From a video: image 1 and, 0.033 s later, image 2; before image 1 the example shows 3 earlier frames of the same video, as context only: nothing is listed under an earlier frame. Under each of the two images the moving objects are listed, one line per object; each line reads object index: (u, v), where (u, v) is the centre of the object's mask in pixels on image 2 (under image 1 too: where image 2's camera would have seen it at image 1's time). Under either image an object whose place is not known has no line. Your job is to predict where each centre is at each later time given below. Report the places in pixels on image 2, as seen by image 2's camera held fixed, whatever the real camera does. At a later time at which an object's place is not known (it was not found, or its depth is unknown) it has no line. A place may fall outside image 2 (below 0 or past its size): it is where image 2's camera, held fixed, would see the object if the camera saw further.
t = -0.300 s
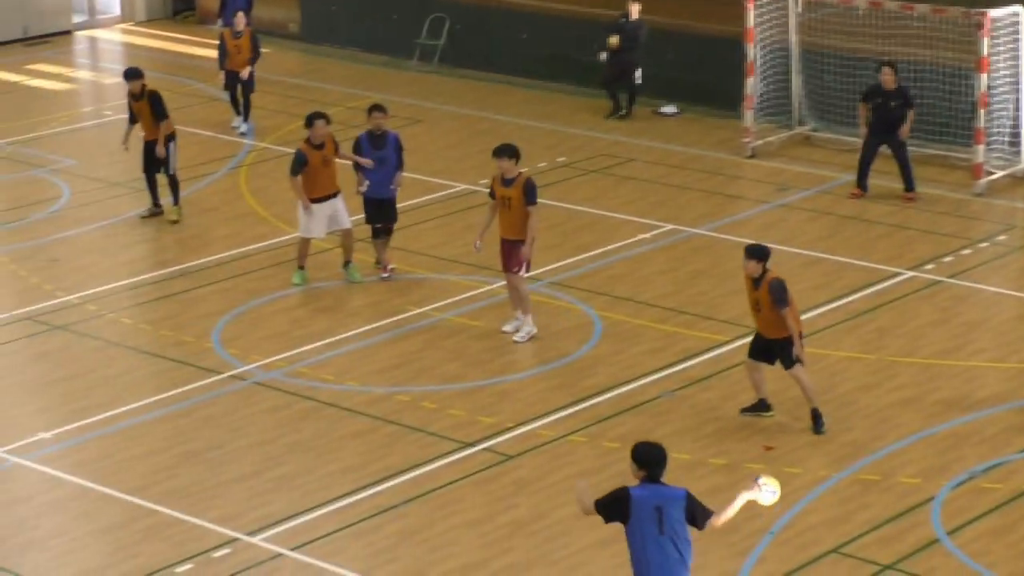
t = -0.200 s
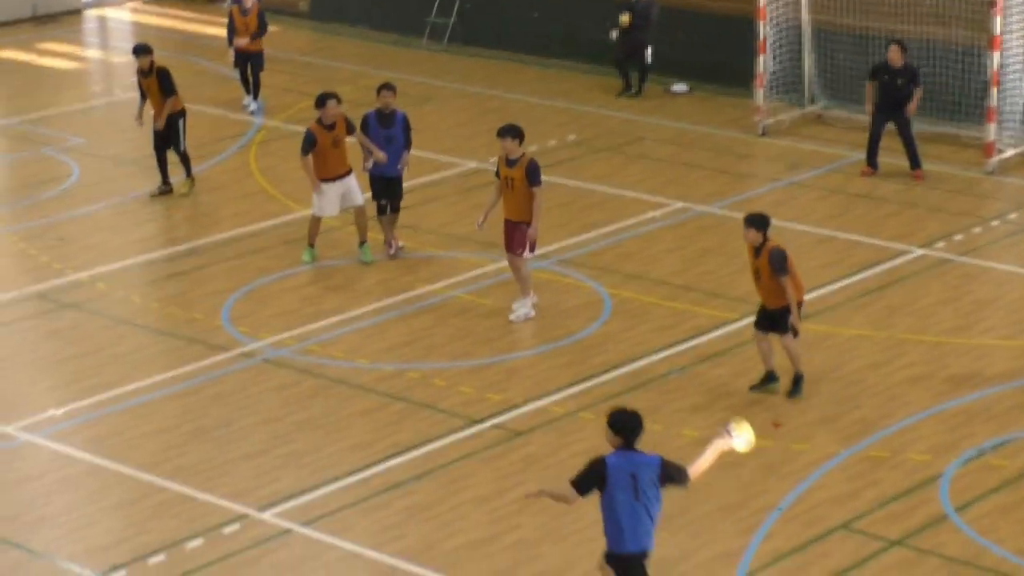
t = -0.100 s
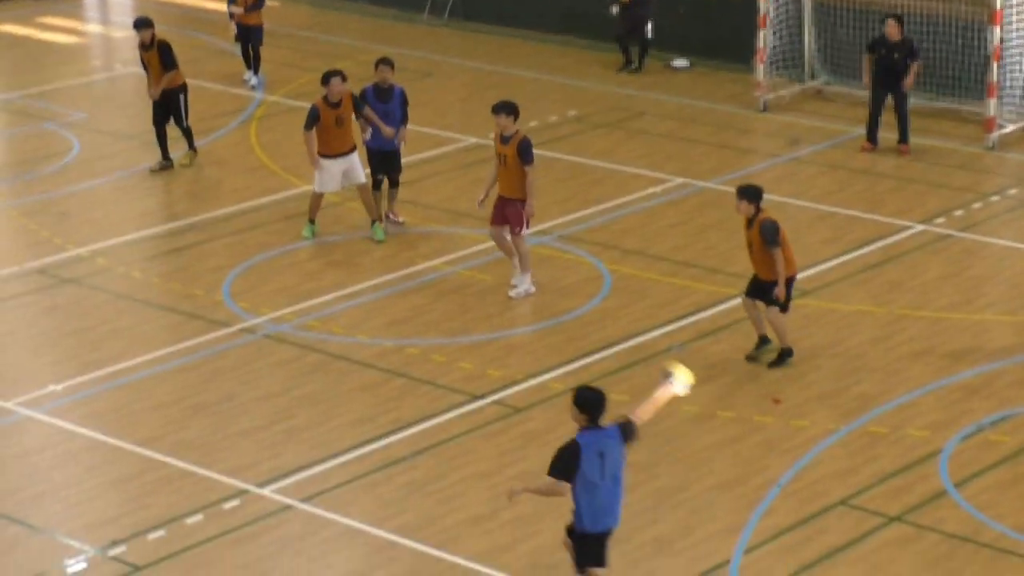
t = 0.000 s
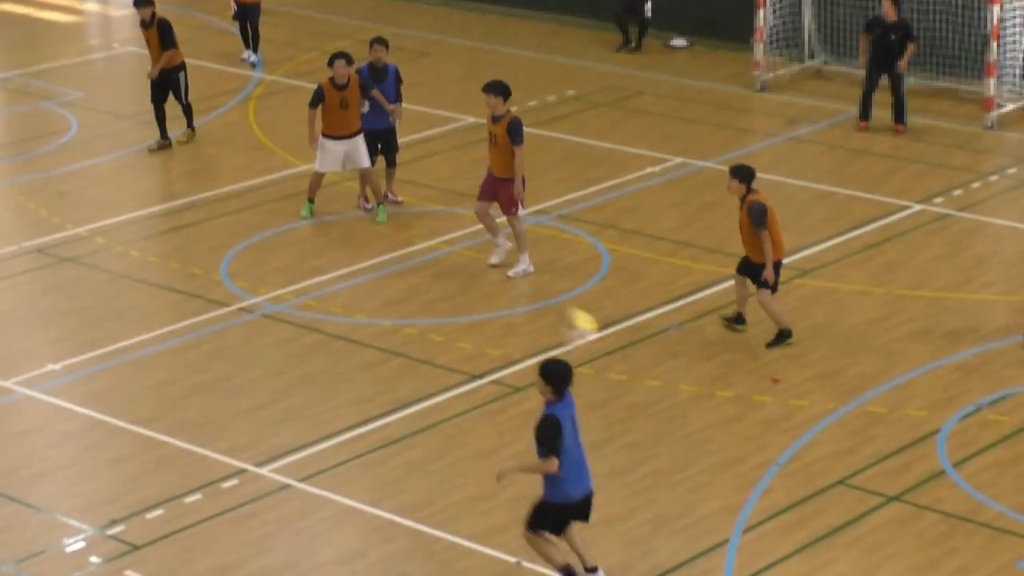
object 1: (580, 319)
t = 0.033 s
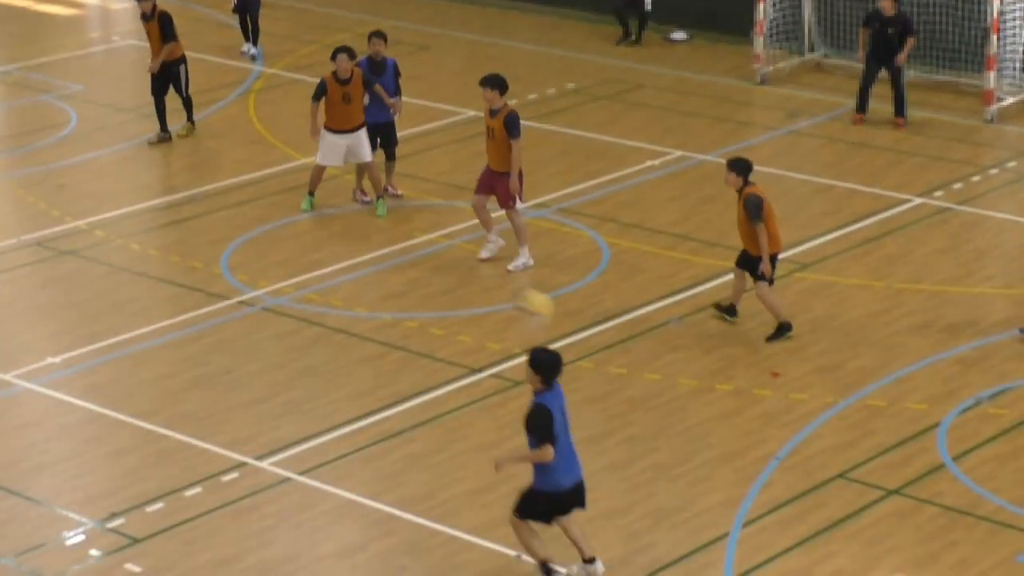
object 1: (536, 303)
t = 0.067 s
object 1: (486, 290)
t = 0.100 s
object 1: (433, 271)
